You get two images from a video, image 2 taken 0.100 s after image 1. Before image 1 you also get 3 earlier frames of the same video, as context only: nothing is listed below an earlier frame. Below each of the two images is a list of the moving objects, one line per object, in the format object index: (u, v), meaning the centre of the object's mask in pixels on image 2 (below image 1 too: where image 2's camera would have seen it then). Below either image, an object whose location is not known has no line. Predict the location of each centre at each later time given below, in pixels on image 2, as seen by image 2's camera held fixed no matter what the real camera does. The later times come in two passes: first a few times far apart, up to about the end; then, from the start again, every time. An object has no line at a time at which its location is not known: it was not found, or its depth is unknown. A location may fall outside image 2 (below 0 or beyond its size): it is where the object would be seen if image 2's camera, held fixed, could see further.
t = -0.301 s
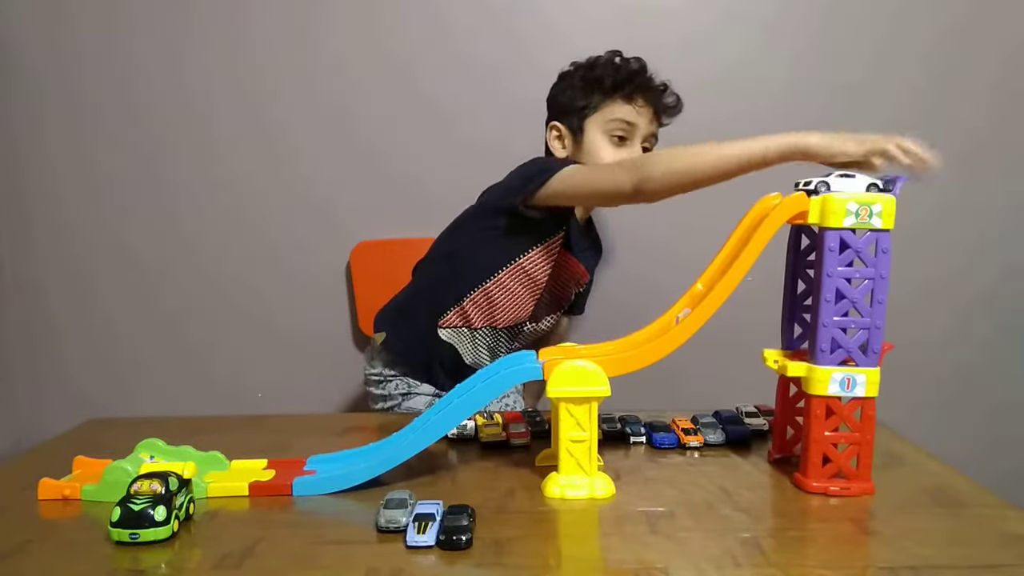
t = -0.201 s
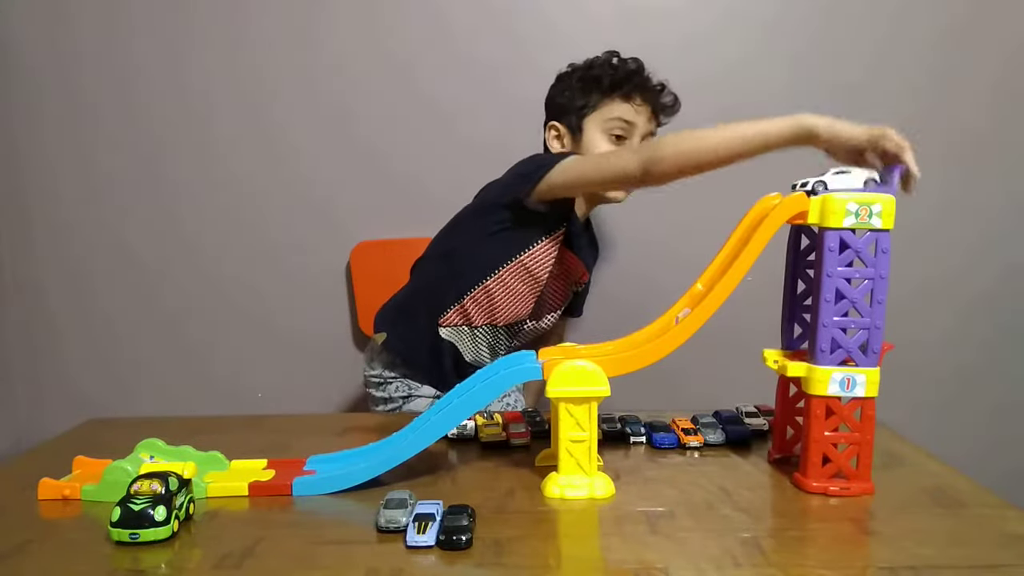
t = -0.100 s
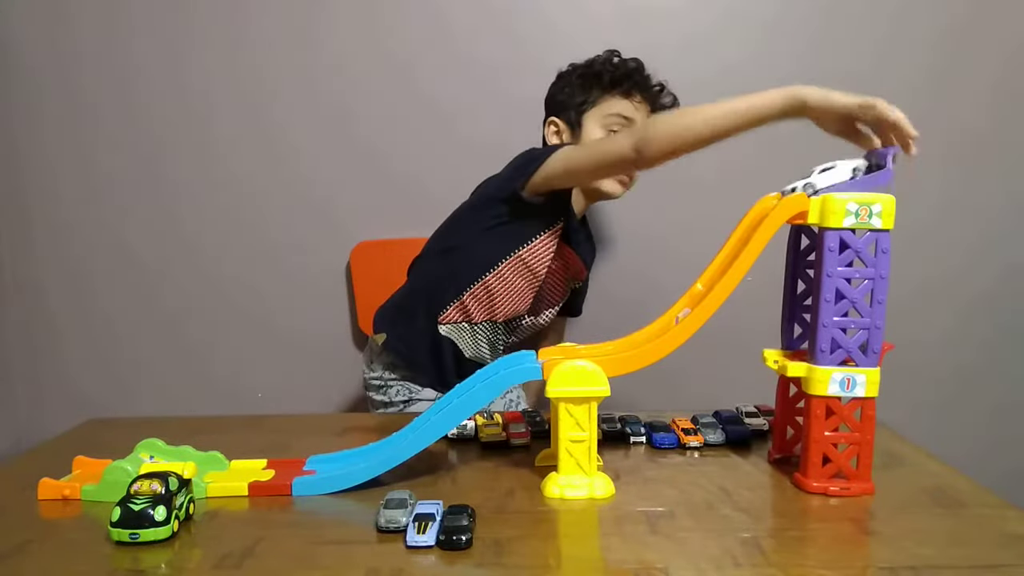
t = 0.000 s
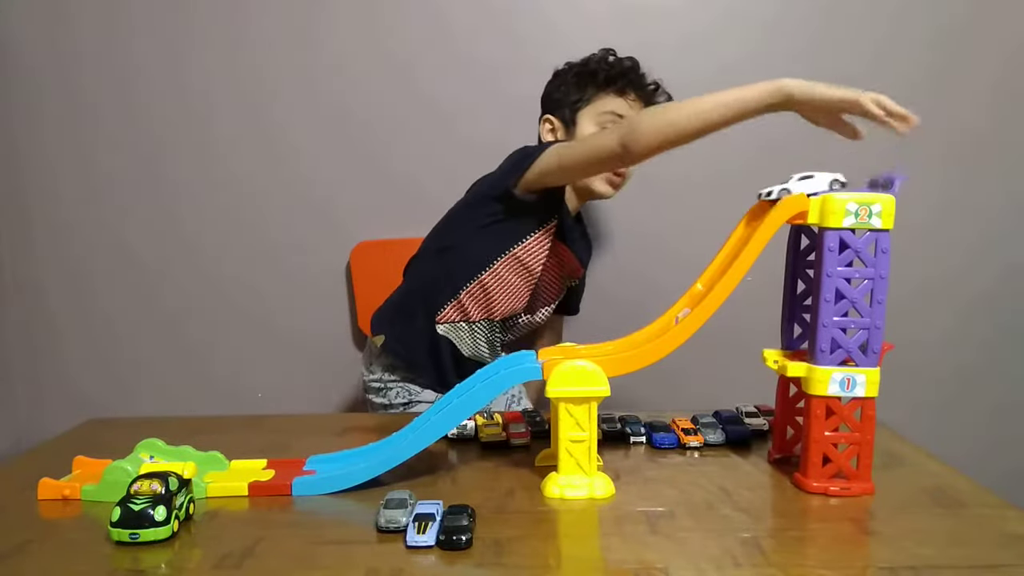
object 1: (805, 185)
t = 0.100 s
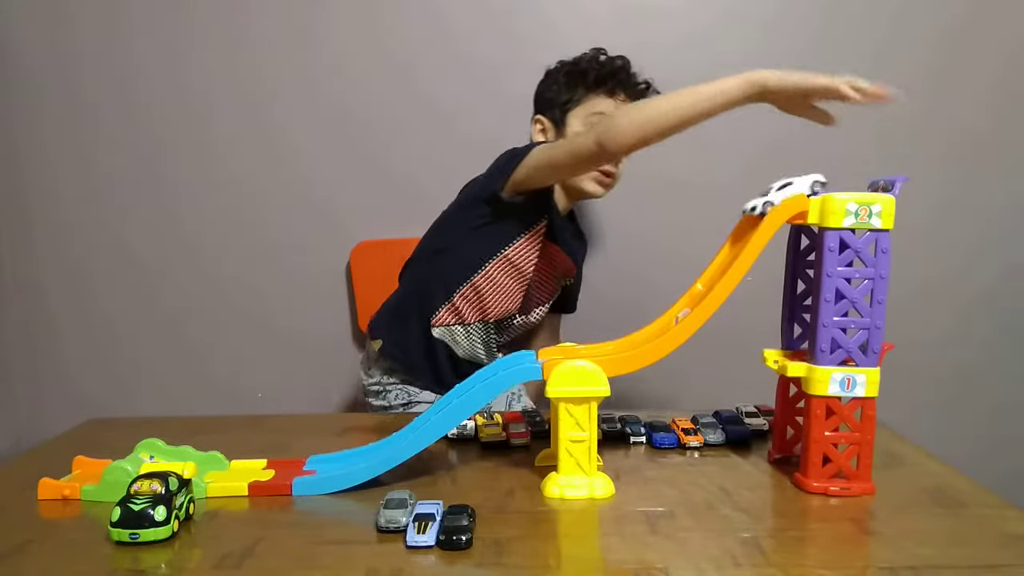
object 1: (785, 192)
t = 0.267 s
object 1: (724, 250)
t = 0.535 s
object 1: (433, 383)
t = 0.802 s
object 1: (149, 443)
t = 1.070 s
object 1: (106, 454)
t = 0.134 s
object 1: (776, 196)
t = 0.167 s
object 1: (766, 202)
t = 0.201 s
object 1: (756, 212)
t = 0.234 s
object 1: (742, 227)
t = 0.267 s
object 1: (724, 250)
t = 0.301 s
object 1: (702, 278)
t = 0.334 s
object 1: (675, 307)
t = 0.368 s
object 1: (641, 331)
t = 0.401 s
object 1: (596, 346)
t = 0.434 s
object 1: (548, 350)
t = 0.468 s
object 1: (511, 356)
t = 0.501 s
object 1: (474, 365)
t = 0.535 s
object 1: (433, 383)
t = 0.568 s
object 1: (387, 411)
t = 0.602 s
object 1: (343, 429)
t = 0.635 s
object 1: (302, 441)
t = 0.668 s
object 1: (261, 458)
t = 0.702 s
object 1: (226, 455)
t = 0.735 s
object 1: (199, 450)
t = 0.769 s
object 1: (168, 448)
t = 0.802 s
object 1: (149, 443)
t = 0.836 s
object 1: (135, 444)
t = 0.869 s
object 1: (127, 447)
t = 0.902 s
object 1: (124, 449)
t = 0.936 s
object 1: (122, 449)
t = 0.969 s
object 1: (117, 451)
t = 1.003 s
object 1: (111, 453)
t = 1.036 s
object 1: (107, 454)
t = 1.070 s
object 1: (106, 454)
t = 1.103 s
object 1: (104, 455)
